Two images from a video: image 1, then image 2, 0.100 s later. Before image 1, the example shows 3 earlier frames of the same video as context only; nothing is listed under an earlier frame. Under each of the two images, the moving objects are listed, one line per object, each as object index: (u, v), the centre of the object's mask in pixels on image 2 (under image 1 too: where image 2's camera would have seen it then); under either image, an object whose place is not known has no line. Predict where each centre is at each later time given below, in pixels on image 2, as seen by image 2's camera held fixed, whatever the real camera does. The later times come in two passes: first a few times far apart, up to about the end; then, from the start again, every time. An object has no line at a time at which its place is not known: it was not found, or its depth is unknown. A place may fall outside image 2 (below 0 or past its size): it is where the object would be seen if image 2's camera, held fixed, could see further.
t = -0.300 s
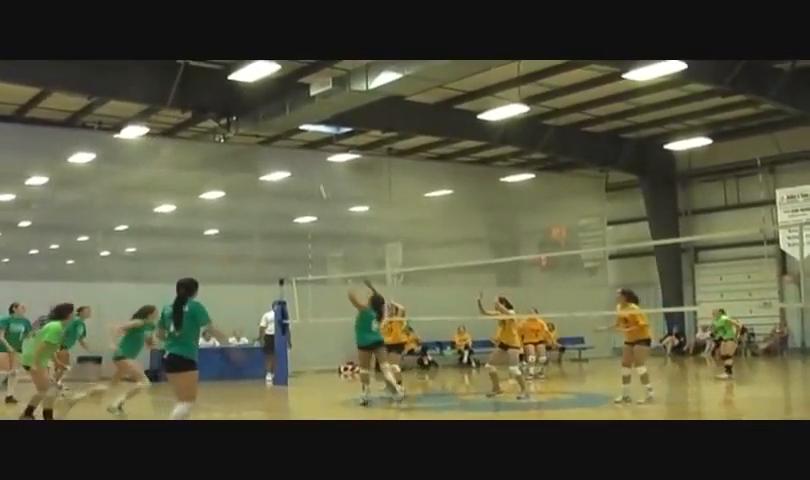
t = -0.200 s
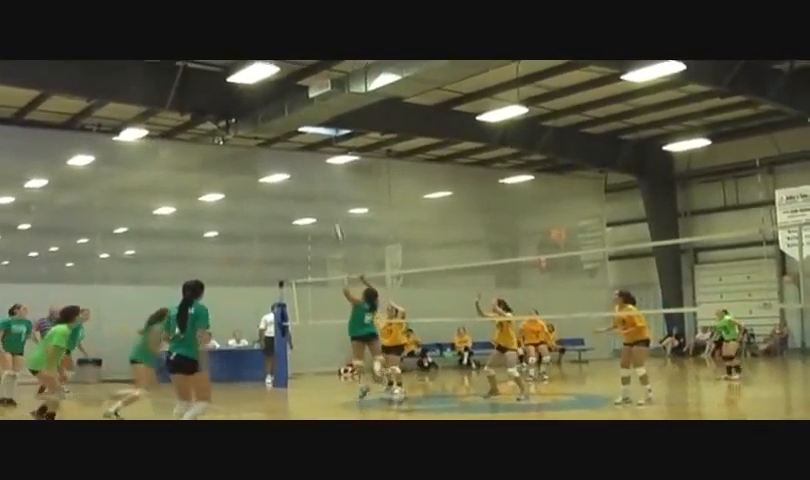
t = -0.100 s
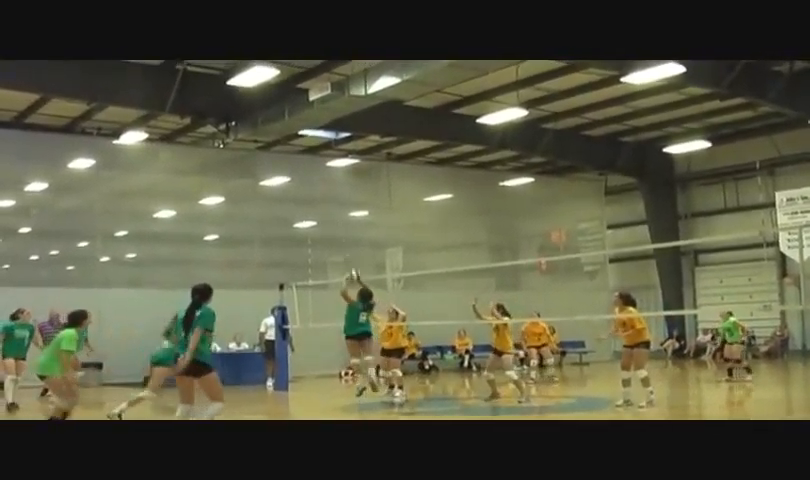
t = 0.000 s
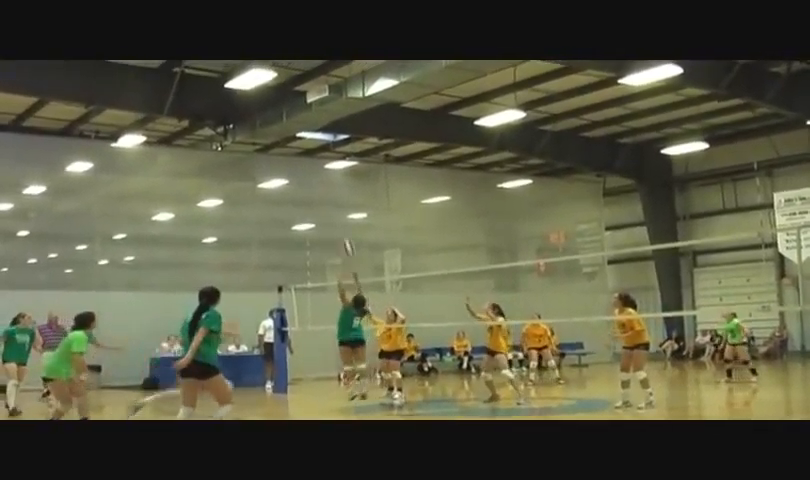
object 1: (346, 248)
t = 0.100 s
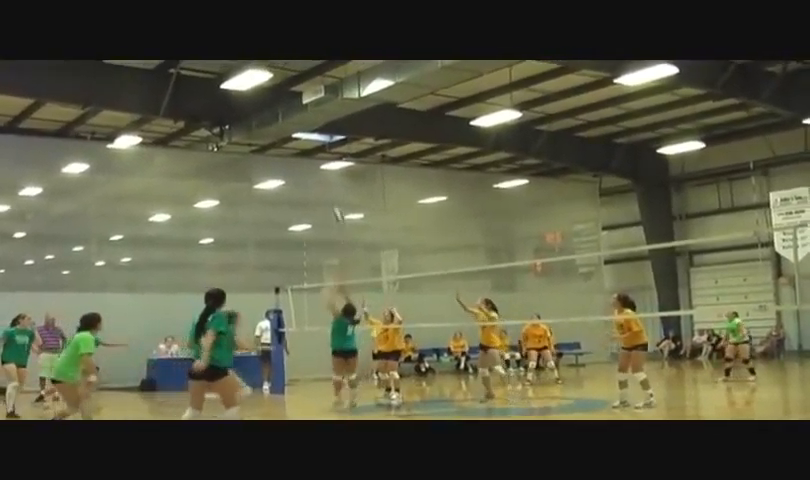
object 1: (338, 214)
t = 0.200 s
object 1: (332, 188)
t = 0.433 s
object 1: (319, 157)
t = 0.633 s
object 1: (310, 150)
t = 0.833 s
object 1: (304, 164)
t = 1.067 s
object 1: (297, 206)
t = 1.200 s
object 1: (294, 240)
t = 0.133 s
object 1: (335, 205)
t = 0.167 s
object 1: (334, 196)
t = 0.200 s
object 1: (332, 188)
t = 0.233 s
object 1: (330, 183)
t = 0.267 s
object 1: (326, 176)
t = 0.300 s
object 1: (324, 172)
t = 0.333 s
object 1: (323, 166)
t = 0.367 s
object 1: (322, 161)
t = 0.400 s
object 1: (320, 159)
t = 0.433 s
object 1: (319, 157)
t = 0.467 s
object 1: (317, 155)
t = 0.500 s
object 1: (315, 152)
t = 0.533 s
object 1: (313, 151)
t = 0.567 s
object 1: (312, 150)
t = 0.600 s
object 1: (311, 150)
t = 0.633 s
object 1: (310, 150)
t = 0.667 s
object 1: (309, 152)
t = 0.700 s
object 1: (308, 153)
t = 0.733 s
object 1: (307, 155)
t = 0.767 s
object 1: (306, 158)
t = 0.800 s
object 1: (305, 161)
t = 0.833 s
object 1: (304, 164)
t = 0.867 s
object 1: (303, 169)
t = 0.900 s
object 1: (302, 174)
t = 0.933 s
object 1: (301, 179)
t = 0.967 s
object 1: (300, 186)
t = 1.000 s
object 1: (299, 192)
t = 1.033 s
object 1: (298, 198)
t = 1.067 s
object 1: (297, 206)
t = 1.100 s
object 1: (296, 214)
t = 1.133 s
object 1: (294, 223)
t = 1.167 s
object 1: (294, 233)
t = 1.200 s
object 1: (294, 240)
